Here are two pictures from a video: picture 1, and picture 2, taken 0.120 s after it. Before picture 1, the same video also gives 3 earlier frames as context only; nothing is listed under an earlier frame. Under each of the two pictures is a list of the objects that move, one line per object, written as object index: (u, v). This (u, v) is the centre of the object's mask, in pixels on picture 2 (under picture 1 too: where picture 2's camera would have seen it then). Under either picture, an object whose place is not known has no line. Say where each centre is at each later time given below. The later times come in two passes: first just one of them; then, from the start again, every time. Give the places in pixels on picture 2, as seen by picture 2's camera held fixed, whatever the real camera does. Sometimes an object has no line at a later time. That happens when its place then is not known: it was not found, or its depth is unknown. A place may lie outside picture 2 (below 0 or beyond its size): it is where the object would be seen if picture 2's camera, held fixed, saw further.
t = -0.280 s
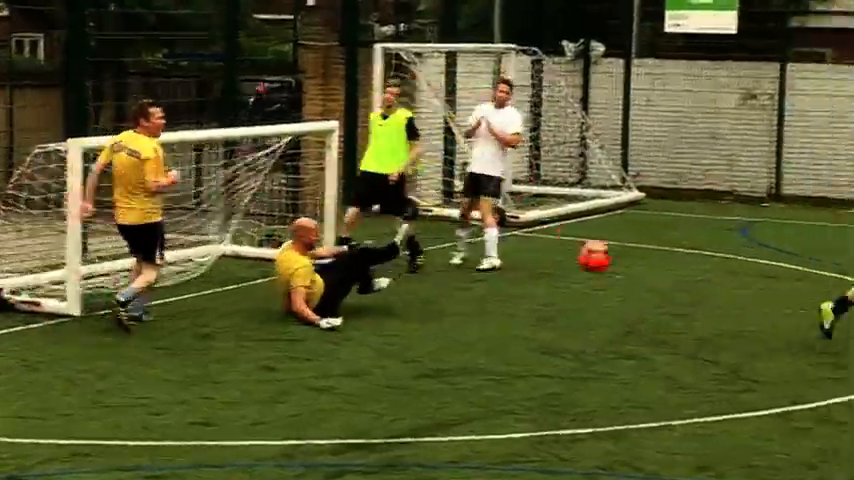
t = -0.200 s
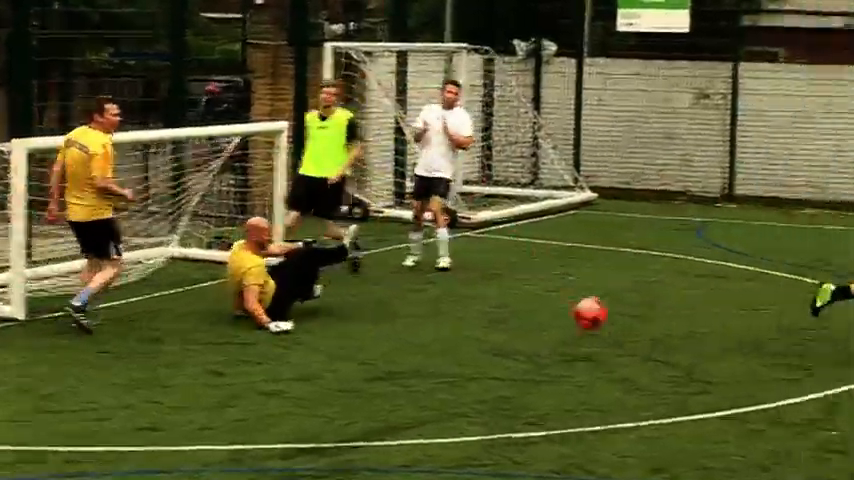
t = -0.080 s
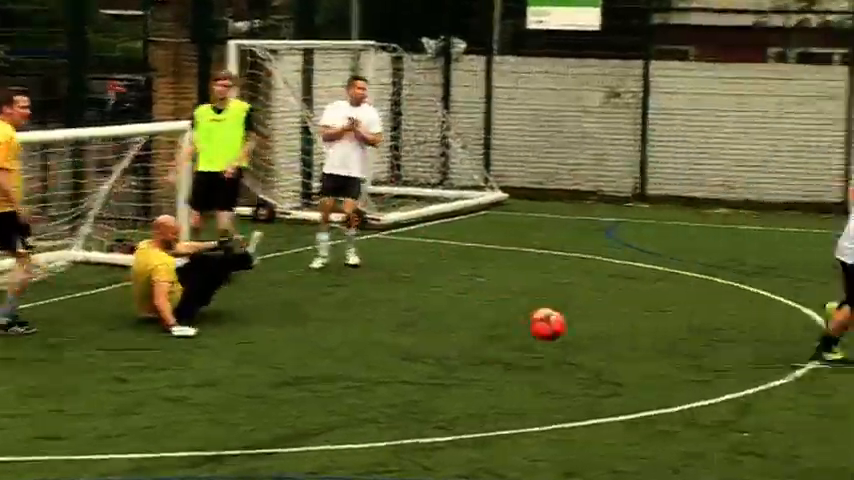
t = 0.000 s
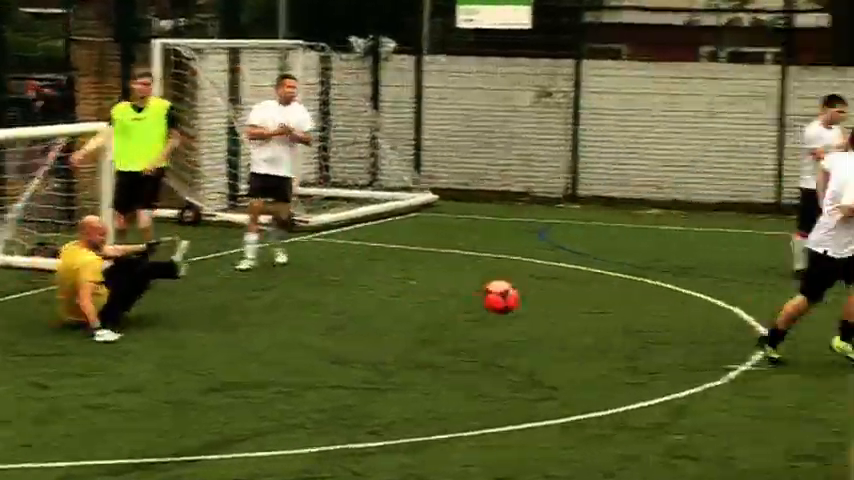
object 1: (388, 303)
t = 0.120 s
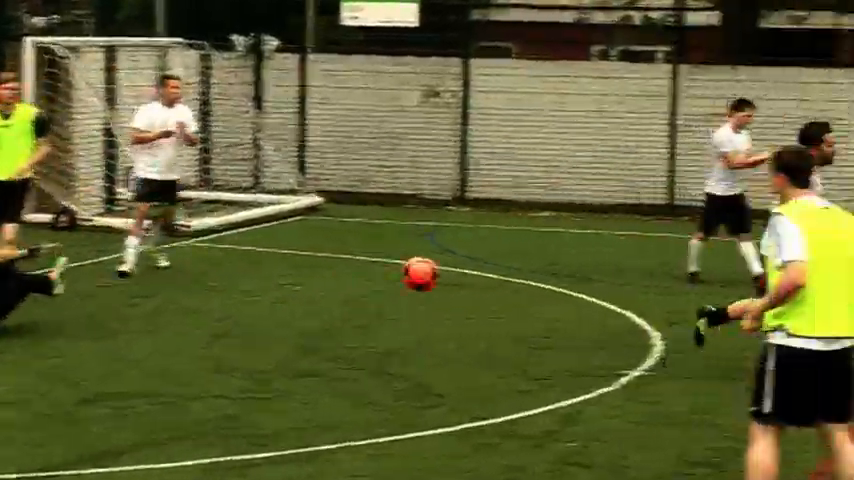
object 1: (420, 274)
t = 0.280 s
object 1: (462, 271)
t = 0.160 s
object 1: (431, 269)
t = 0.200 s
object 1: (441, 267)
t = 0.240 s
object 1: (452, 267)
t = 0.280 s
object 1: (462, 271)
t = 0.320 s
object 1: (472, 275)
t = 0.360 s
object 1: (483, 283)
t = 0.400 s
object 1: (495, 292)
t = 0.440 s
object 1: (505, 306)
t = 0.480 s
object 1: (516, 319)
